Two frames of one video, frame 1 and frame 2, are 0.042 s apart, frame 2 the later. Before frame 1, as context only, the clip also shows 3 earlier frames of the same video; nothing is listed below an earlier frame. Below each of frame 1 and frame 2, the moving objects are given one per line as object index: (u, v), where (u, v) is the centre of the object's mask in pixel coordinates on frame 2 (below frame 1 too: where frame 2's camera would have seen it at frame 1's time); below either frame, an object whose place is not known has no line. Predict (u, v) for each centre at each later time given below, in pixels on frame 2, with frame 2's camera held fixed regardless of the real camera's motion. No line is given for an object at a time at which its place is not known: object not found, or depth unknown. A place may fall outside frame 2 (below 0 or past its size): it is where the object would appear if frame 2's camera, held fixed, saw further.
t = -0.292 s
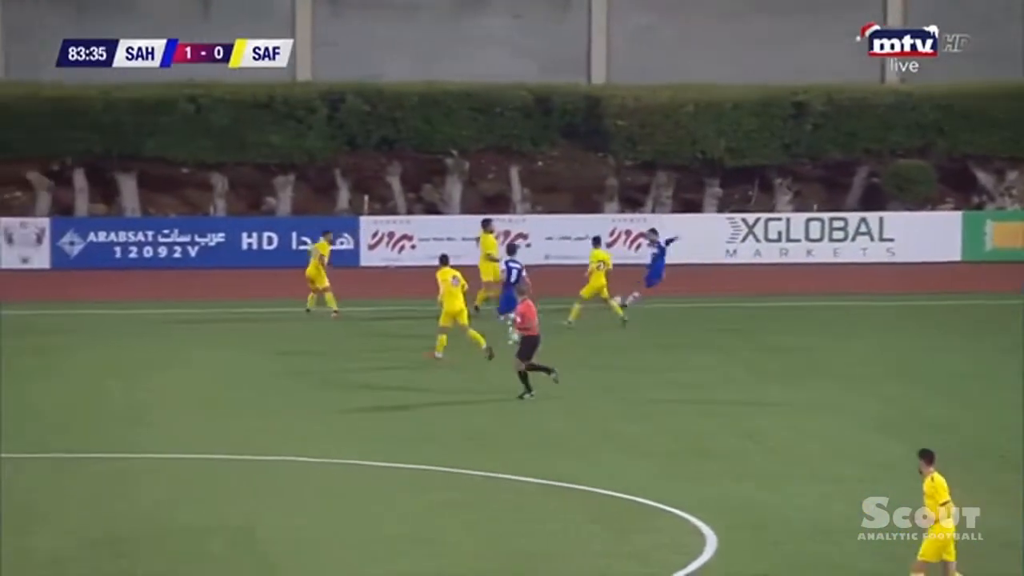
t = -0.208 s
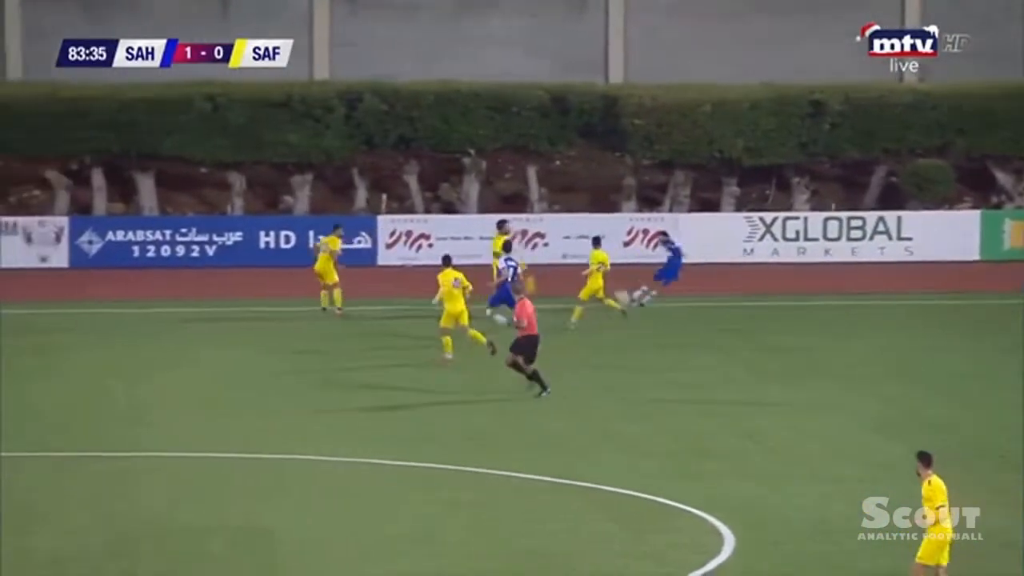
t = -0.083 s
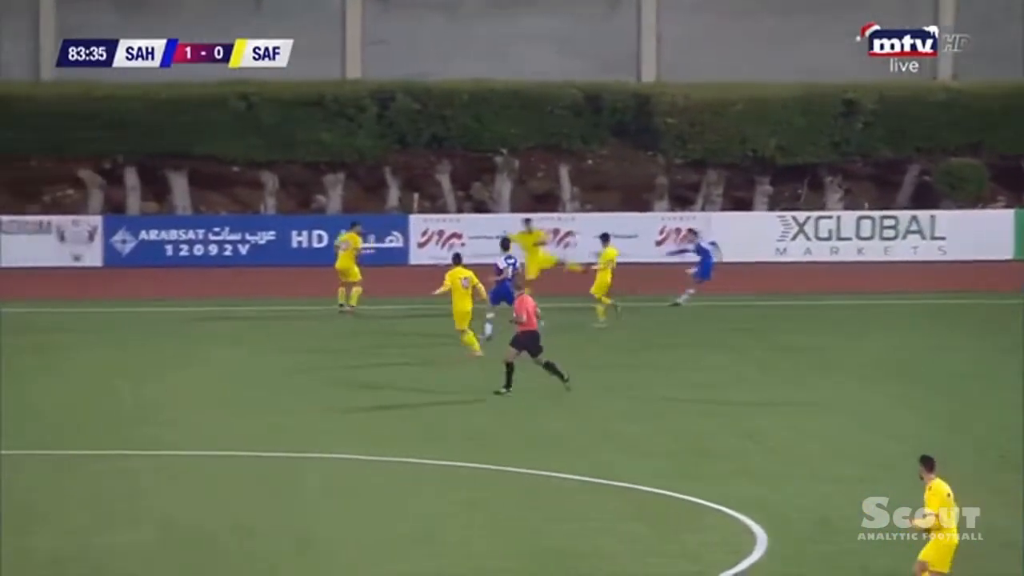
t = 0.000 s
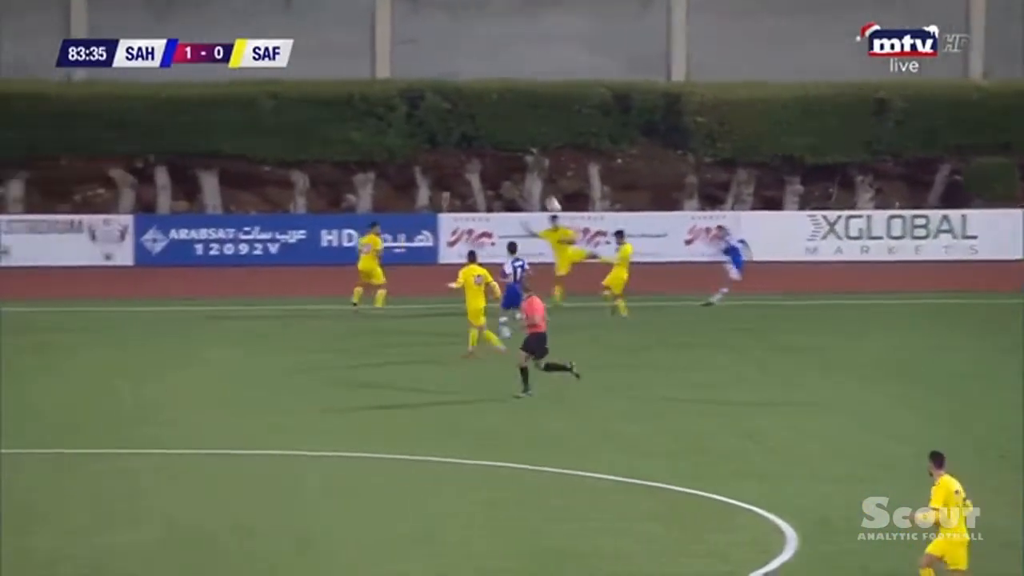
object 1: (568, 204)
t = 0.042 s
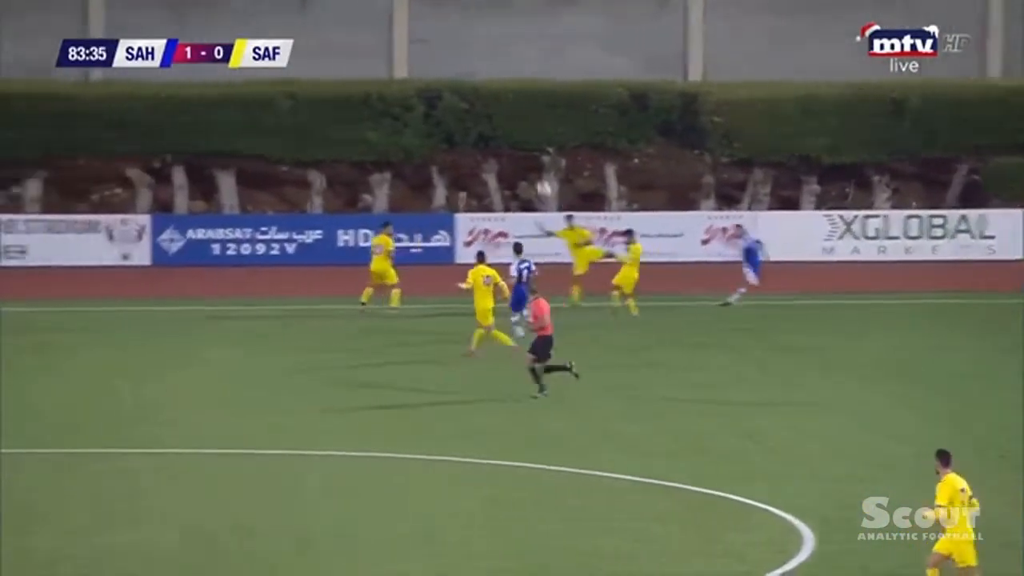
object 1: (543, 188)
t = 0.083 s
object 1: (518, 172)
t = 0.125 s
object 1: (494, 156)
